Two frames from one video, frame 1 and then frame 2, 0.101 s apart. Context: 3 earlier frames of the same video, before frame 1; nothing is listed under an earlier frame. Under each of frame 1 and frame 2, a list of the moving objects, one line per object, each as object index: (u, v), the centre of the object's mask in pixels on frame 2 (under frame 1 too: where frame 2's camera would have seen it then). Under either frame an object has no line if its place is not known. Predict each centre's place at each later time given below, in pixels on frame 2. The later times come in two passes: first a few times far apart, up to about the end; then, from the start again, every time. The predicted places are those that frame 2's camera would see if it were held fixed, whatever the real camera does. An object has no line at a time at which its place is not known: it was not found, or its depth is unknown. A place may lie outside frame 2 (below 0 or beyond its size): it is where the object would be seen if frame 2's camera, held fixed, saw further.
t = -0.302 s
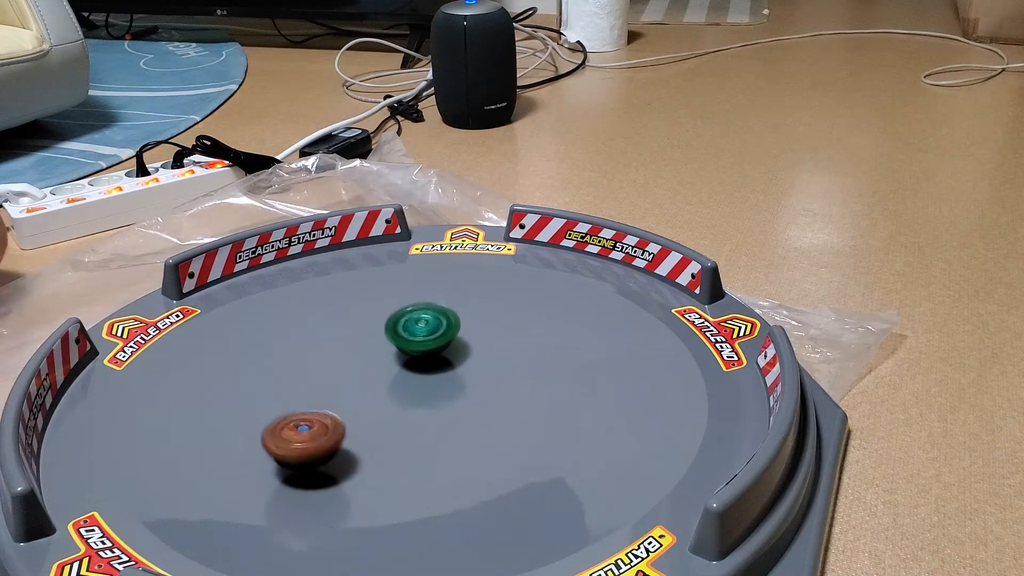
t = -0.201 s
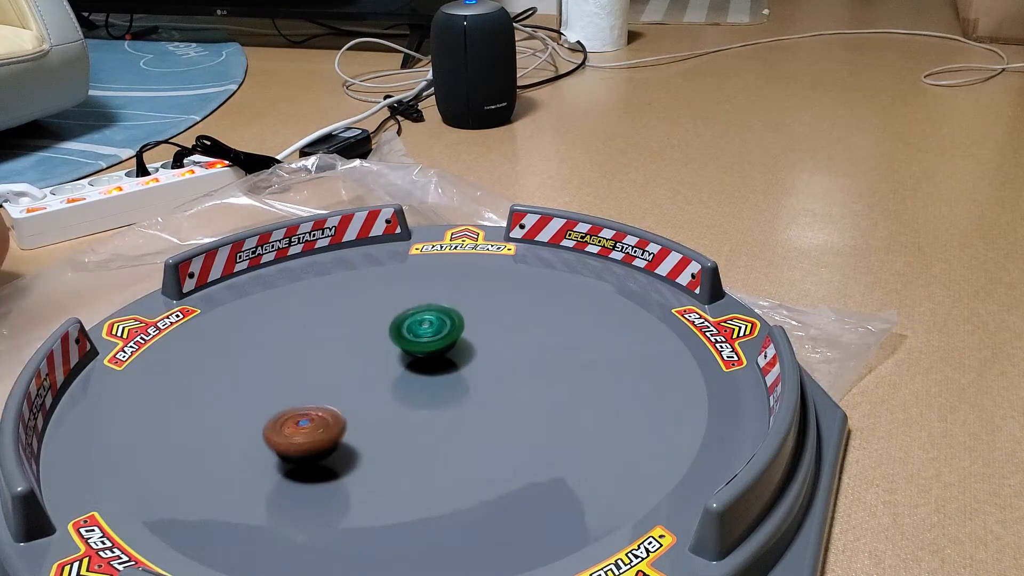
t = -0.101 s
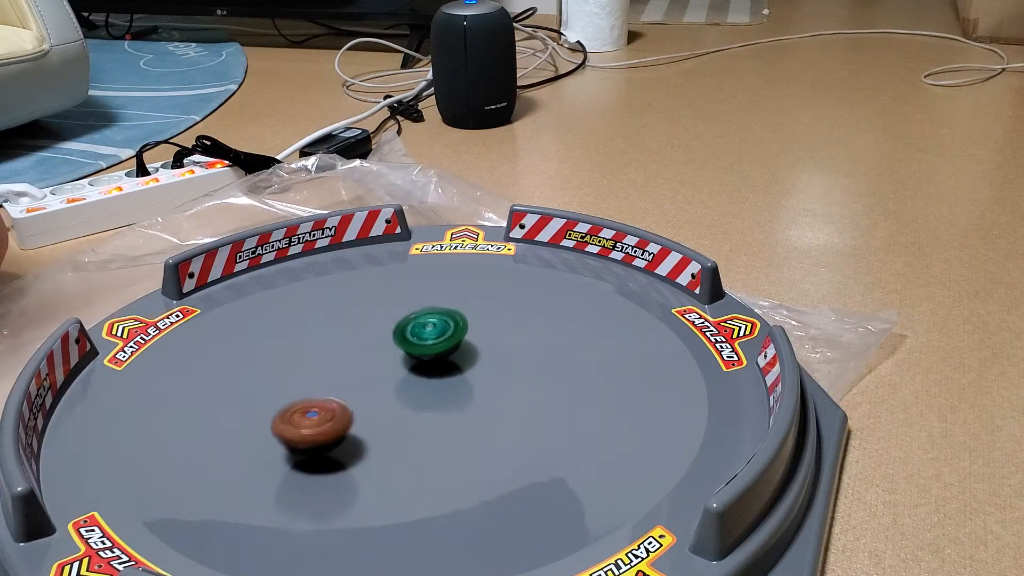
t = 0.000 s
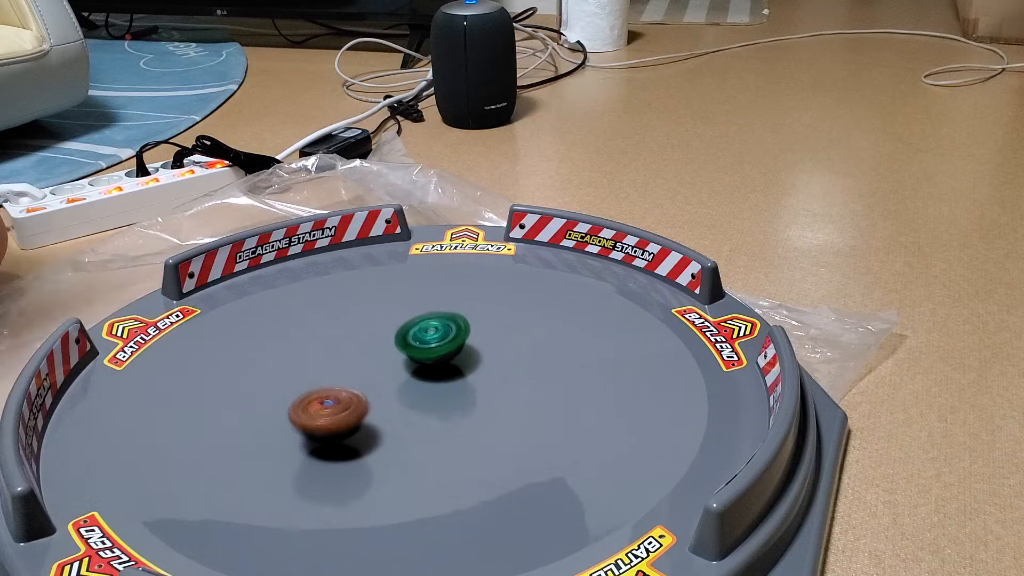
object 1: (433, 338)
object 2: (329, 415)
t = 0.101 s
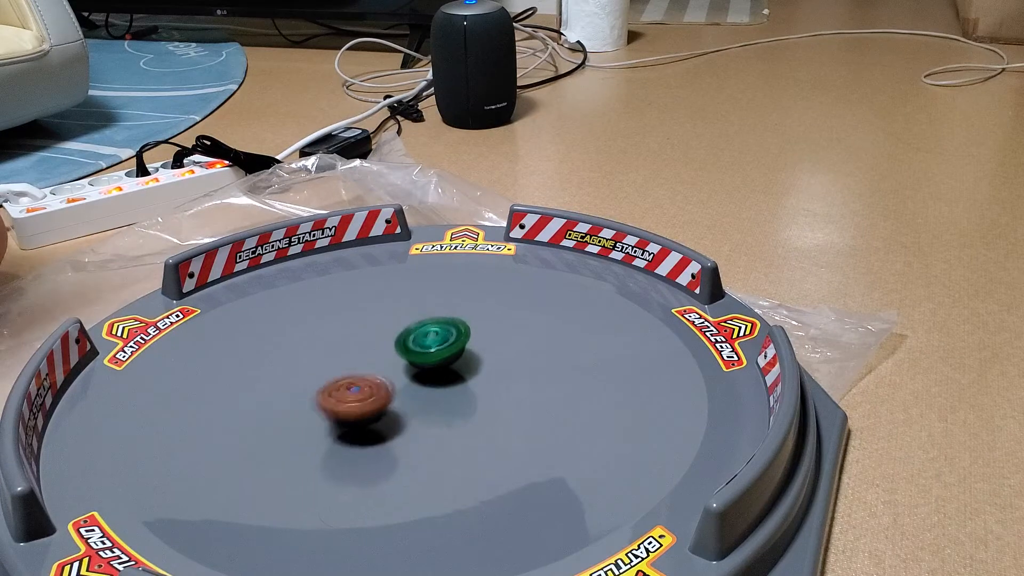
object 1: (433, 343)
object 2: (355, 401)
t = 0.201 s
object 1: (433, 346)
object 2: (396, 388)
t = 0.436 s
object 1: (472, 308)
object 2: (382, 454)
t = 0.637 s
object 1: (480, 307)
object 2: (317, 497)
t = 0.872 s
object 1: (485, 318)
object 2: (272, 473)
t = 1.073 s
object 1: (477, 331)
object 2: (336, 427)
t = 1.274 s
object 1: (455, 342)
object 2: (430, 390)
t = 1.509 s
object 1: (421, 346)
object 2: (534, 366)
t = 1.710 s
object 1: (399, 339)
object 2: (609, 365)
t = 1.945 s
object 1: (392, 326)
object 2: (605, 391)
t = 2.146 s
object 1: (400, 318)
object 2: (528, 399)
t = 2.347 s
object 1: (413, 319)
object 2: (447, 377)
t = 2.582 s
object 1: (427, 319)
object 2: (379, 357)
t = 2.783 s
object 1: (426, 328)
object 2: (343, 346)
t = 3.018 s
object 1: (414, 341)
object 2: (335, 338)
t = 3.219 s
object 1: (412, 350)
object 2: (323, 339)
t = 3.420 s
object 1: (401, 356)
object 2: (321, 347)
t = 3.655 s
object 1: (431, 367)
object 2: (277, 353)
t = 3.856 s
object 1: (431, 373)
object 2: (263, 354)
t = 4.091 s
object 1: (423, 379)
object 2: (292, 366)
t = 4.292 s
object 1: (414, 379)
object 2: (332, 392)
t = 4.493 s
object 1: (426, 378)
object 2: (330, 417)
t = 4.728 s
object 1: (432, 380)
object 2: (343, 431)
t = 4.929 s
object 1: (432, 382)
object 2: (372, 432)
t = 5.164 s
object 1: (438, 376)
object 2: (411, 430)
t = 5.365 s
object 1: (442, 371)
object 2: (436, 430)
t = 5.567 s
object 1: (447, 368)
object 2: (458, 420)
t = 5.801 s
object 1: (446, 365)
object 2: (479, 418)
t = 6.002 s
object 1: (441, 367)
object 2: (485, 417)
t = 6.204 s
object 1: (434, 368)
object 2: (480, 410)
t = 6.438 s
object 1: (418, 357)
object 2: (477, 410)
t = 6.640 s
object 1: (418, 351)
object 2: (474, 417)
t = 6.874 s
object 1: (425, 350)
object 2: (455, 417)
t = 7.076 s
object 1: (426, 356)
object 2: (425, 407)
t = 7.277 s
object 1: (424, 351)
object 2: (397, 397)
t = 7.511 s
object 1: (431, 343)
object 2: (360, 401)
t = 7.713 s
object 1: (439, 342)
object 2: (332, 403)
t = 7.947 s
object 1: (441, 351)
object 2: (332, 398)
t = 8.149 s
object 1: (427, 358)
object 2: (357, 390)
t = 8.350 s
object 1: (439, 341)
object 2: (366, 404)
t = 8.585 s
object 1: (455, 327)
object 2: (344, 425)
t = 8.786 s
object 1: (462, 333)
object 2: (345, 425)
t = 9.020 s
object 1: (450, 355)
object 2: (372, 412)
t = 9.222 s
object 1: (413, 360)
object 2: (420, 406)
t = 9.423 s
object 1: (396, 348)
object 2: (446, 424)
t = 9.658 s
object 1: (404, 344)
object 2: (451, 432)
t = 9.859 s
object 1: (413, 353)
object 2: (448, 425)
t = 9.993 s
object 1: (410, 365)
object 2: (440, 415)
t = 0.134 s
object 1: (433, 344)
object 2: (369, 396)
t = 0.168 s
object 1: (432, 346)
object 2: (382, 391)
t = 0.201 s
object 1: (433, 346)
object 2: (396, 388)
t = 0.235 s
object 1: (439, 341)
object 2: (401, 395)
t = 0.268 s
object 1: (448, 331)
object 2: (401, 406)
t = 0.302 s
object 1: (456, 322)
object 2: (399, 416)
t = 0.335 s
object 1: (462, 316)
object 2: (397, 426)
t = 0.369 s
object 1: (467, 312)
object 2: (393, 436)
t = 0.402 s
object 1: (470, 309)
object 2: (387, 447)
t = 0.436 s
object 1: (472, 308)
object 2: (382, 454)
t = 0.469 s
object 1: (473, 307)
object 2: (375, 466)
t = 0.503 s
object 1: (475, 306)
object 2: (367, 475)
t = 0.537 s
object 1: (476, 306)
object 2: (356, 483)
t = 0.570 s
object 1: (478, 306)
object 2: (344, 490)
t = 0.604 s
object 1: (479, 306)
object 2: (330, 495)
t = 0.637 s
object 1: (480, 307)
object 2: (317, 497)
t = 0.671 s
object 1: (482, 308)
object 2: (303, 498)
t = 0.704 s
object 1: (483, 309)
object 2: (292, 498)
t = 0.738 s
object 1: (484, 310)
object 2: (284, 495)
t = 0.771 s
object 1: (484, 312)
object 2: (277, 492)
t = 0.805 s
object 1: (485, 313)
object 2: (273, 486)
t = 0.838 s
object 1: (485, 316)
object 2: (271, 480)
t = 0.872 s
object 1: (485, 318)
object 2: (272, 473)
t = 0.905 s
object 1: (485, 320)
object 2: (277, 465)
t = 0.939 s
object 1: (484, 322)
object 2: (284, 456)
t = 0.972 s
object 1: (483, 325)
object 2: (294, 448)
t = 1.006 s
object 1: (482, 327)
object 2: (307, 440)
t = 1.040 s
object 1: (480, 329)
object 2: (321, 433)
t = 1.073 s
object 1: (477, 331)
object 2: (336, 427)
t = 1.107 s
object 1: (474, 334)
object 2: (350, 420)
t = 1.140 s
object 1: (471, 336)
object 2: (366, 414)
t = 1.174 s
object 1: (468, 338)
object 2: (382, 407)
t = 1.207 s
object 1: (464, 339)
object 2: (398, 402)
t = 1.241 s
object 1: (460, 340)
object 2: (414, 395)
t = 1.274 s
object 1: (455, 342)
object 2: (430, 390)
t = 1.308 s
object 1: (450, 342)
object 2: (445, 384)
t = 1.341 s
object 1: (444, 343)
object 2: (460, 381)
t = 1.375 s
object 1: (439, 344)
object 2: (475, 377)
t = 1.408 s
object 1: (435, 346)
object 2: (490, 374)
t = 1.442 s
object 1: (431, 347)
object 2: (505, 372)
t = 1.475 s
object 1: (426, 346)
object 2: (520, 369)
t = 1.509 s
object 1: (421, 346)
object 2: (534, 366)
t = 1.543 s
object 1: (416, 345)
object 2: (548, 365)
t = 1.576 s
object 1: (412, 344)
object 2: (561, 364)
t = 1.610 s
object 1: (408, 344)
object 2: (575, 363)
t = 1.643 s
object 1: (405, 342)
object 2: (588, 363)
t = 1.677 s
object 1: (402, 341)
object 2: (599, 363)
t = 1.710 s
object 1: (399, 339)
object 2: (609, 365)
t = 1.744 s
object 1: (397, 337)
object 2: (616, 369)
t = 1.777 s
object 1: (395, 335)
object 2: (619, 373)
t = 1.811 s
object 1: (393, 333)
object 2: (621, 376)
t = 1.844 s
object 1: (392, 332)
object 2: (620, 380)
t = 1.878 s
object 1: (392, 330)
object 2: (617, 384)
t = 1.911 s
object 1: (392, 328)
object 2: (612, 388)
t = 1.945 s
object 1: (392, 326)
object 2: (605, 391)
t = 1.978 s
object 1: (393, 324)
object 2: (596, 394)
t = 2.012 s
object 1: (394, 323)
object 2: (586, 397)
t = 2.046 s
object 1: (395, 321)
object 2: (574, 399)
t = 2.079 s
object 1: (396, 320)
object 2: (558, 401)
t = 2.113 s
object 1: (398, 319)
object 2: (543, 401)
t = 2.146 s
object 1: (400, 318)
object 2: (528, 399)
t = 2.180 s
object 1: (402, 318)
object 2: (513, 396)
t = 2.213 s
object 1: (404, 318)
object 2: (500, 394)
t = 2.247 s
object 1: (407, 318)
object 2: (486, 391)
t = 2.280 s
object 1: (409, 318)
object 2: (472, 387)
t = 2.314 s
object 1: (411, 318)
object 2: (459, 382)
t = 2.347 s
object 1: (413, 319)
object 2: (447, 377)
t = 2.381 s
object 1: (415, 320)
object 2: (436, 372)
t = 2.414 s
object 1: (416, 319)
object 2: (426, 368)
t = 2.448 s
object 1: (419, 317)
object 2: (417, 362)
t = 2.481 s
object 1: (422, 316)
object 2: (408, 361)
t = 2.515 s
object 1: (425, 317)
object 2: (397, 360)
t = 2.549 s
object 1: (426, 318)
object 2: (388, 358)
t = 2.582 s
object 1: (427, 319)
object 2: (379, 357)
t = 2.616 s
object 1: (427, 321)
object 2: (371, 355)
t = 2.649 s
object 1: (427, 322)
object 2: (363, 354)
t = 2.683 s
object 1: (427, 324)
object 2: (357, 351)
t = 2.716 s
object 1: (427, 325)
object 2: (351, 349)
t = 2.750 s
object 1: (427, 327)
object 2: (346, 348)
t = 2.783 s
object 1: (426, 328)
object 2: (343, 346)
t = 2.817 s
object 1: (425, 330)
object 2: (340, 344)
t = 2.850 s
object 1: (424, 332)
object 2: (337, 343)
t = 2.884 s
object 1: (423, 334)
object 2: (336, 341)
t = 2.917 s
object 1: (421, 336)
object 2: (335, 340)
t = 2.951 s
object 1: (419, 338)
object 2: (334, 339)
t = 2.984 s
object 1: (417, 339)
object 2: (334, 339)
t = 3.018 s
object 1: (414, 341)
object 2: (335, 338)
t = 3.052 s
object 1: (411, 342)
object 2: (335, 338)
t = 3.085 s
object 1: (410, 343)
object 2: (335, 338)
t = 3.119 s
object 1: (413, 345)
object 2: (331, 337)
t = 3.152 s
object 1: (414, 347)
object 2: (328, 337)
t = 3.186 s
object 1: (414, 349)
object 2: (325, 338)
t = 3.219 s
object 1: (412, 350)
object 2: (323, 339)
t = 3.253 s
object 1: (411, 351)
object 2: (322, 339)
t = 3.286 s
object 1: (409, 352)
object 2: (321, 340)
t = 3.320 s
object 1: (407, 353)
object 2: (320, 342)
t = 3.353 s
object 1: (405, 354)
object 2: (321, 343)
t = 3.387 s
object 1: (403, 355)
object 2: (321, 345)
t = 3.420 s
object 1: (401, 356)
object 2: (321, 347)
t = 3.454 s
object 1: (399, 356)
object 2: (322, 349)
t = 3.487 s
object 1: (400, 357)
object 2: (320, 351)
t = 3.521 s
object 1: (410, 359)
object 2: (310, 351)
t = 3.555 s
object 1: (418, 362)
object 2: (300, 351)
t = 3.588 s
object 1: (424, 364)
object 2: (292, 352)
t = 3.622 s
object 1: (429, 365)
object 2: (284, 352)
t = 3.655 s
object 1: (431, 367)
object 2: (277, 353)
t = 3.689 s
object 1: (431, 368)
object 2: (272, 352)
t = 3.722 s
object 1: (432, 368)
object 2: (268, 352)
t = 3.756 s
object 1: (432, 370)
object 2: (265, 352)
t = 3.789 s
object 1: (432, 371)
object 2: (264, 353)
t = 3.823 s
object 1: (431, 372)
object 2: (263, 353)
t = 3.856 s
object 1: (431, 373)
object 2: (263, 354)
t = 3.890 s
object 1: (430, 374)
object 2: (265, 354)
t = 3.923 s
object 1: (429, 376)
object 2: (267, 356)
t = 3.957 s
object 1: (428, 376)
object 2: (270, 357)
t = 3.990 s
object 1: (427, 377)
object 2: (274, 359)
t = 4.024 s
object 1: (425, 378)
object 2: (279, 361)
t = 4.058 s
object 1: (424, 378)
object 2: (286, 363)
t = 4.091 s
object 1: (423, 379)
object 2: (292, 366)
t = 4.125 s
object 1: (421, 379)
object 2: (298, 369)
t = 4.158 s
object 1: (419, 380)
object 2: (305, 373)
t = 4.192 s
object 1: (418, 380)
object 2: (312, 377)
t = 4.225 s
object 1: (416, 380)
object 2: (320, 381)
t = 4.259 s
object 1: (414, 380)
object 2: (326, 387)
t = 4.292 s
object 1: (414, 379)
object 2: (332, 392)
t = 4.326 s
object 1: (419, 379)
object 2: (332, 398)
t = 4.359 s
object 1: (422, 379)
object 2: (331, 402)
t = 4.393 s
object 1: (423, 378)
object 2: (331, 406)
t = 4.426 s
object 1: (423, 378)
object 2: (330, 411)
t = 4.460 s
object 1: (425, 378)
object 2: (330, 414)
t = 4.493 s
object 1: (426, 378)
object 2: (330, 417)
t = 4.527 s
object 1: (427, 378)
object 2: (330, 420)
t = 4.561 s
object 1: (427, 378)
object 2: (331, 423)
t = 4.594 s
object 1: (429, 378)
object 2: (333, 425)
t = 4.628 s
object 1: (430, 379)
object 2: (334, 427)
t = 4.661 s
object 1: (430, 379)
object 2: (337, 429)
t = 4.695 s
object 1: (431, 379)
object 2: (339, 430)
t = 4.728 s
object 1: (432, 380)
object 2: (343, 431)
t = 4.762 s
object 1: (432, 380)
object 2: (347, 432)
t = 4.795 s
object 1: (432, 381)
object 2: (351, 433)
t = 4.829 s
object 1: (432, 381)
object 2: (355, 433)
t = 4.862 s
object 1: (432, 381)
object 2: (360, 433)
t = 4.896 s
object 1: (432, 382)
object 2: (366, 432)
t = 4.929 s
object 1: (432, 382)
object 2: (372, 432)
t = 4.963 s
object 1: (432, 383)
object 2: (378, 431)
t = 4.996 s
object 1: (432, 382)
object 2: (385, 428)
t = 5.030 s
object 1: (432, 381)
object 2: (392, 426)
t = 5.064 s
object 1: (432, 380)
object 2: (398, 426)
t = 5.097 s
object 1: (435, 378)
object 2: (403, 428)
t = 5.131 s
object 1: (437, 376)
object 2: (408, 430)
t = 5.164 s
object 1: (438, 376)
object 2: (411, 430)
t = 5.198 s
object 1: (438, 375)
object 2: (416, 431)
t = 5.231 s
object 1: (438, 374)
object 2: (421, 432)
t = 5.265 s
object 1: (439, 373)
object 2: (424, 432)
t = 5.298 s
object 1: (440, 372)
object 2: (428, 432)
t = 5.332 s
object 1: (441, 371)
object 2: (432, 431)
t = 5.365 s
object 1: (442, 371)
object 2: (436, 430)
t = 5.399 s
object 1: (443, 370)
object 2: (440, 428)
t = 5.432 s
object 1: (444, 370)
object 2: (443, 428)
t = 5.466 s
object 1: (445, 369)
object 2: (447, 426)
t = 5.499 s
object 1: (445, 369)
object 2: (451, 424)
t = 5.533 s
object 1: (446, 369)
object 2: (455, 422)
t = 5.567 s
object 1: (447, 368)
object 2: (458, 420)
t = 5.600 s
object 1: (447, 368)
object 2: (461, 419)
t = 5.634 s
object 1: (447, 367)
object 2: (465, 414)
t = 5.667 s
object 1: (447, 367)
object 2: (469, 415)
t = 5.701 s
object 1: (447, 365)
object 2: (472, 415)
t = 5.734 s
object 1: (447, 365)
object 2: (474, 417)
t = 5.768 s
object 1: (446, 365)
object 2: (477, 418)
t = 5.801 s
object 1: (446, 365)
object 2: (479, 418)
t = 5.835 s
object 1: (445, 366)
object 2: (480, 419)
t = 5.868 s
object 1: (445, 366)
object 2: (482, 419)
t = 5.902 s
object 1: (444, 366)
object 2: (484, 419)
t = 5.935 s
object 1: (443, 366)
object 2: (485, 418)
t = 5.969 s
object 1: (442, 367)
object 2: (485, 418)
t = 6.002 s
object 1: (441, 367)
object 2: (485, 417)
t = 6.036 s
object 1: (440, 367)
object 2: (485, 416)
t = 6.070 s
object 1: (439, 367)
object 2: (484, 416)
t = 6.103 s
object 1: (438, 368)
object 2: (484, 414)
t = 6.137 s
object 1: (437, 368)
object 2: (483, 413)
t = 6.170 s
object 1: (436, 368)
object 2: (482, 412)
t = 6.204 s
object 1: (434, 368)
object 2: (480, 410)
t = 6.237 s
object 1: (433, 367)
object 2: (478, 408)
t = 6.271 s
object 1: (432, 367)
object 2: (476, 406)
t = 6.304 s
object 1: (431, 367)
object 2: (473, 403)
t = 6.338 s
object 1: (429, 366)
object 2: (472, 402)
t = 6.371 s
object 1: (421, 361)
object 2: (476, 406)
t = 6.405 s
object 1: (419, 359)
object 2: (476, 408)
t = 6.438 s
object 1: (418, 357)
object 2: (477, 410)
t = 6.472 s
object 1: (418, 355)
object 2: (477, 411)
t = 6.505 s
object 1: (417, 354)
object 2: (478, 413)
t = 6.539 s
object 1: (417, 353)
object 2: (477, 414)
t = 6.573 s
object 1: (417, 352)
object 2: (477, 415)
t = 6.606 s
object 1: (417, 352)
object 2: (475, 416)
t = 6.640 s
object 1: (418, 351)
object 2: (474, 417)
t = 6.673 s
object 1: (419, 350)
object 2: (473, 417)
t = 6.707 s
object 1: (420, 350)
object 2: (471, 418)
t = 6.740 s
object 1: (421, 349)
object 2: (468, 419)
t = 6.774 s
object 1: (422, 349)
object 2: (465, 418)
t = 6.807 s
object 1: (423, 350)
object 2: (462, 418)
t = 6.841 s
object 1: (425, 350)
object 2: (458, 418)
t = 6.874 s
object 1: (425, 350)
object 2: (455, 417)
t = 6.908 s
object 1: (426, 351)
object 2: (451, 417)
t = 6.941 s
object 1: (427, 352)
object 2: (446, 415)
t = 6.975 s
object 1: (427, 353)
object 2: (440, 414)
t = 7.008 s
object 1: (427, 355)
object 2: (436, 413)
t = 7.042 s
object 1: (427, 355)
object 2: (430, 409)
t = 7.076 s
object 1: (426, 356)
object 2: (425, 407)
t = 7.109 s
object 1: (426, 356)
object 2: (418, 403)
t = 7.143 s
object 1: (425, 355)
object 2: (413, 401)
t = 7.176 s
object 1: (425, 354)
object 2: (408, 401)
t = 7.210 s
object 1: (425, 352)
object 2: (403, 400)
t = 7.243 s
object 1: (425, 351)
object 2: (399, 398)
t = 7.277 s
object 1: (424, 351)
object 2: (397, 397)
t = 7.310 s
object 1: (423, 351)
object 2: (394, 396)
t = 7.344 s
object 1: (422, 349)
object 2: (392, 393)
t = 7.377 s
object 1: (422, 349)
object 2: (390, 392)
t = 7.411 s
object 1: (423, 347)
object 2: (387, 393)
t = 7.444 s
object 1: (426, 345)
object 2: (379, 396)
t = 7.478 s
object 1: (429, 343)
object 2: (369, 398)
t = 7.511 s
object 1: (431, 343)
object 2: (360, 401)
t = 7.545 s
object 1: (432, 342)
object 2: (353, 402)
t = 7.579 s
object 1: (432, 341)
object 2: (346, 403)
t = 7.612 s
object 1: (434, 340)
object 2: (342, 403)
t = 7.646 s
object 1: (436, 340)
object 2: (338, 403)
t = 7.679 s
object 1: (437, 341)
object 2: (335, 403)
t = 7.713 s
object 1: (439, 342)
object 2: (332, 403)
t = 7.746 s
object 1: (440, 343)
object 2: (330, 402)
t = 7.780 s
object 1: (441, 344)
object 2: (329, 401)
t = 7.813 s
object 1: (442, 345)
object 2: (328, 401)
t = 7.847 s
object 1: (442, 347)
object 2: (328, 400)
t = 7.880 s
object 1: (442, 348)
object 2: (328, 400)
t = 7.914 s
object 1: (442, 350)
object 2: (330, 399)
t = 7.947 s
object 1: (441, 351)
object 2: (332, 398)
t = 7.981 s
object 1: (440, 353)
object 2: (335, 396)
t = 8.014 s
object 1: (438, 354)
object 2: (336, 395)
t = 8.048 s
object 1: (436, 356)
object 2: (341, 394)
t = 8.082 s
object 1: (433, 357)
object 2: (345, 393)
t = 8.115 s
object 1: (430, 358)
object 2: (352, 391)
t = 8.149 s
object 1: (427, 358)
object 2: (357, 390)
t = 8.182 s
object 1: (425, 358)
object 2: (364, 389)
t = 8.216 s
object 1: (423, 357)
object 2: (370, 386)
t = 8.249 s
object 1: (424, 353)
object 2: (373, 388)
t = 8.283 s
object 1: (431, 349)
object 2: (370, 394)
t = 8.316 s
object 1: (437, 345)
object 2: (369, 400)
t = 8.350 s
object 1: (439, 341)
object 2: (366, 404)
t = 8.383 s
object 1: (441, 337)
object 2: (363, 409)
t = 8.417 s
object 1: (443, 335)
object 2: (360, 413)
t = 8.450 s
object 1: (445, 332)
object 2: (356, 417)
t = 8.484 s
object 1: (447, 329)
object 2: (352, 420)
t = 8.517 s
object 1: (449, 328)
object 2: (349, 422)
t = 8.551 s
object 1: (453, 327)
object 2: (346, 423)
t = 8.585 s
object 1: (455, 327)
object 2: (344, 425)
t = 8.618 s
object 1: (456, 326)
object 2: (343, 426)
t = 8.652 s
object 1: (457, 327)
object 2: (342, 426)
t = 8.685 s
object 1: (459, 329)
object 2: (342, 426)
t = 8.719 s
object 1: (460, 329)
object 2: (342, 426)
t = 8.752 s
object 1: (461, 332)
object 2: (342, 426)
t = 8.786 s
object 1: (462, 333)
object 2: (345, 425)
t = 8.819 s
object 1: (462, 336)
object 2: (346, 424)
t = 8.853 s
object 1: (462, 339)
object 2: (349, 423)
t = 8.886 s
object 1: (462, 342)
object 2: (351, 421)
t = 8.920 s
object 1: (461, 345)
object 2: (356, 419)
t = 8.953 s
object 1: (458, 348)
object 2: (360, 417)
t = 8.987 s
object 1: (454, 352)
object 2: (365, 415)
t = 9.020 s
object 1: (450, 355)
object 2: (372, 412)
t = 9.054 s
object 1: (445, 358)
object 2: (380, 408)
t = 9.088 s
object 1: (439, 362)
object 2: (389, 404)
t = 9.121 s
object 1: (433, 362)
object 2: (398, 402)
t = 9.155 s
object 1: (426, 362)
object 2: (407, 400)
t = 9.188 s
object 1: (419, 361)
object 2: (414, 403)
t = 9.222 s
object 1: (413, 360)
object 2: (420, 406)
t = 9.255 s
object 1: (407, 360)
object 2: (427, 409)
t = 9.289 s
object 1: (404, 359)
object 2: (432, 413)
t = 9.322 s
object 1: (399, 354)
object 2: (437, 416)
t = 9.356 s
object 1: (397, 352)
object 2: (441, 419)
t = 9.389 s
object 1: (396, 350)
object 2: (443, 422)
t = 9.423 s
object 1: (396, 348)
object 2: (446, 424)
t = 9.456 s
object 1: (398, 347)
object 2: (448, 427)
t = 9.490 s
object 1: (399, 346)
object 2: (450, 429)
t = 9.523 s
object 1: (400, 345)
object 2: (451, 430)
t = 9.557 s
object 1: (401, 344)
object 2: (450, 431)
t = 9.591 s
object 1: (402, 344)
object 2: (451, 432)
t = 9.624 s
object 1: (403, 343)
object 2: (451, 432)
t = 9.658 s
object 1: (404, 344)
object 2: (451, 432)
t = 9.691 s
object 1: (405, 345)
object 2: (452, 432)
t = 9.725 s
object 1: (408, 345)
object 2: (450, 431)
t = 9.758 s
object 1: (409, 347)
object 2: (450, 430)
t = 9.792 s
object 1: (411, 349)
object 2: (449, 429)
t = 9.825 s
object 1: (412, 351)
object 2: (448, 426)
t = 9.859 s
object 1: (413, 353)
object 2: (448, 425)
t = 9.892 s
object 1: (413, 356)
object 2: (445, 423)
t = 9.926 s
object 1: (413, 359)
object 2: (444, 421)
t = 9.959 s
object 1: (412, 362)
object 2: (441, 418)
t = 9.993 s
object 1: (410, 365)
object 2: (440, 415)
